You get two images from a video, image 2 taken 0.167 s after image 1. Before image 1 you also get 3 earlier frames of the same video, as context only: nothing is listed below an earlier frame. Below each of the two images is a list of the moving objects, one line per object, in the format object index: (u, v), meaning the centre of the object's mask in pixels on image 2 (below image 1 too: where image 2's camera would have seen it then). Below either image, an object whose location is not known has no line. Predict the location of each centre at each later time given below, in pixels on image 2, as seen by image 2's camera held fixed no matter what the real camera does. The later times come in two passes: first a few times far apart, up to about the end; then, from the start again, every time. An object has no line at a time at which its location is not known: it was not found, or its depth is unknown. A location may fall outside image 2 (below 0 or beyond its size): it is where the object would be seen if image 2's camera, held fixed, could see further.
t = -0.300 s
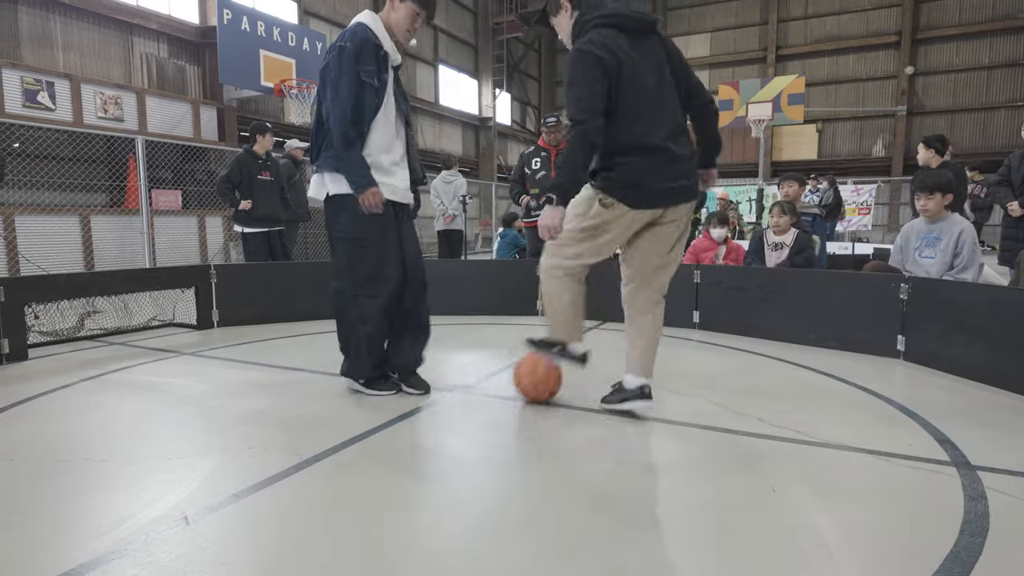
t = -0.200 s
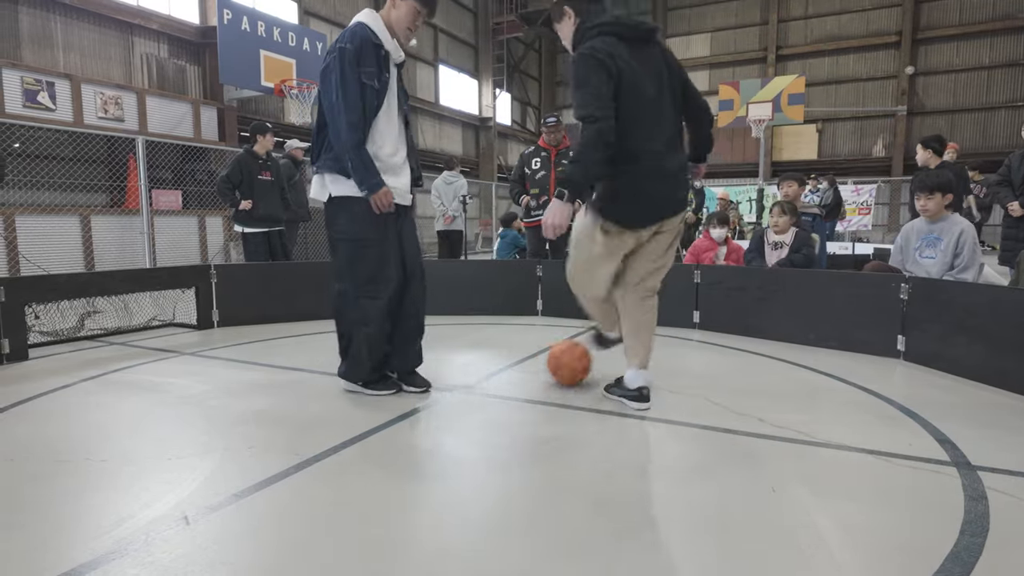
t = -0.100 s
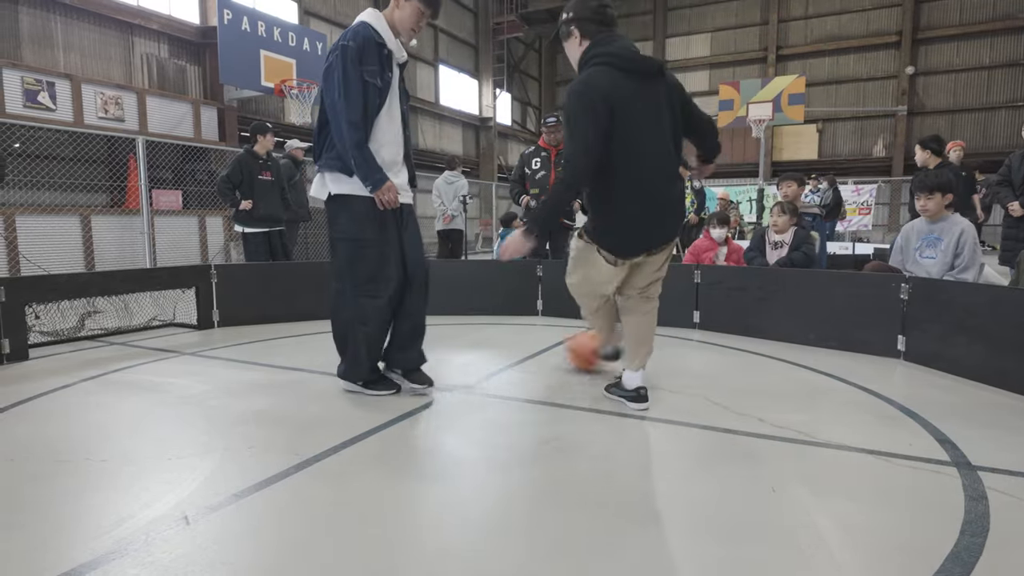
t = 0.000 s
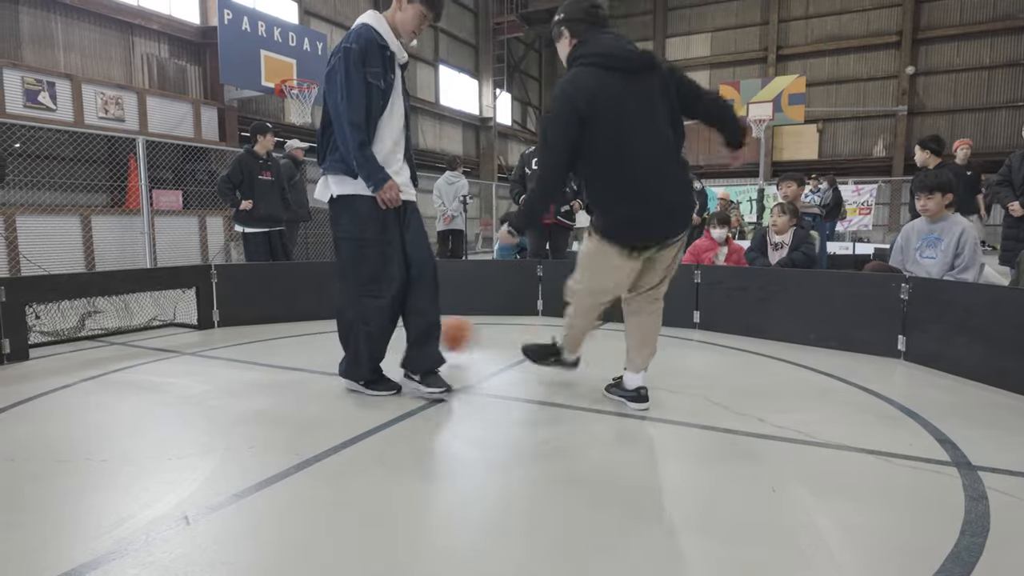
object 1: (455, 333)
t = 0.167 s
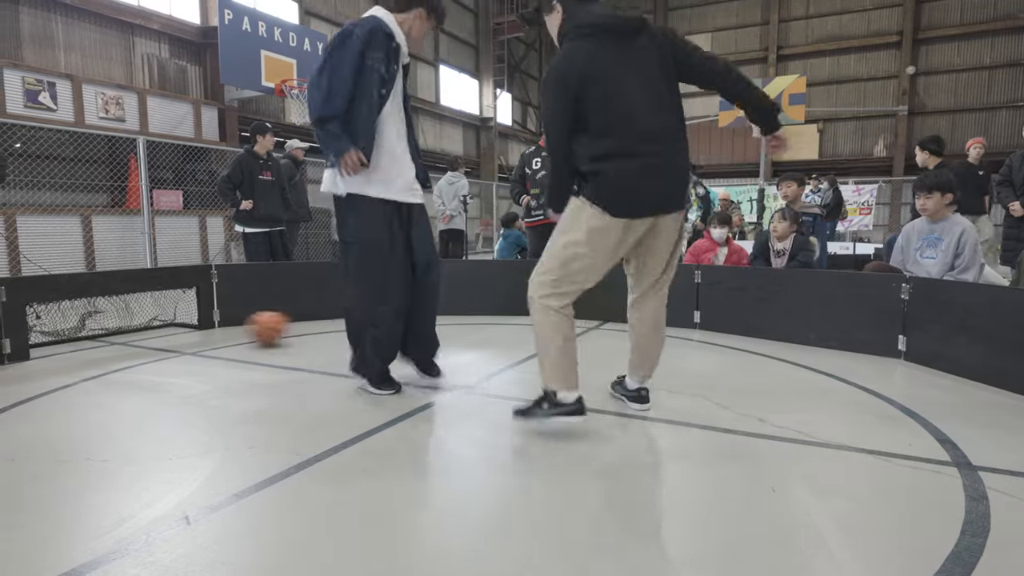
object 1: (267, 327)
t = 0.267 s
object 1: (188, 323)
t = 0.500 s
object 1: (121, 303)
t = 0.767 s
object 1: (111, 316)
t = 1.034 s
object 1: (120, 322)
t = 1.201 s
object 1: (126, 324)
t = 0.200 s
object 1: (239, 326)
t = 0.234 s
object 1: (212, 324)
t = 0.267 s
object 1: (188, 323)
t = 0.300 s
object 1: (163, 322)
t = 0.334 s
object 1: (143, 319)
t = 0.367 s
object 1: (127, 313)
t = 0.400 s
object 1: (125, 307)
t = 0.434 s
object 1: (125, 303)
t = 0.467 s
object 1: (124, 302)
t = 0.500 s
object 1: (121, 303)
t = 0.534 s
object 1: (119, 306)
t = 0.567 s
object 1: (116, 310)
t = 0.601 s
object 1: (113, 316)
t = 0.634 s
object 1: (112, 318)
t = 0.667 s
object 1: (112, 317)
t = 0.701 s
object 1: (111, 315)
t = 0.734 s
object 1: (111, 315)
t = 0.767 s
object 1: (111, 316)
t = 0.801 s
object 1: (110, 318)
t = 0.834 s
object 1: (111, 320)
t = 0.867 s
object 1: (113, 321)
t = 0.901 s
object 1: (115, 321)
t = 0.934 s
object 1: (116, 322)
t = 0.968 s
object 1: (117, 322)
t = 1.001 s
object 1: (119, 322)
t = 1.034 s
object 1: (120, 322)
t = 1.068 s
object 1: (121, 322)
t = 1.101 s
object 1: (122, 322)
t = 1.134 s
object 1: (124, 323)
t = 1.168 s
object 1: (125, 323)
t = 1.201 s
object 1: (126, 324)
